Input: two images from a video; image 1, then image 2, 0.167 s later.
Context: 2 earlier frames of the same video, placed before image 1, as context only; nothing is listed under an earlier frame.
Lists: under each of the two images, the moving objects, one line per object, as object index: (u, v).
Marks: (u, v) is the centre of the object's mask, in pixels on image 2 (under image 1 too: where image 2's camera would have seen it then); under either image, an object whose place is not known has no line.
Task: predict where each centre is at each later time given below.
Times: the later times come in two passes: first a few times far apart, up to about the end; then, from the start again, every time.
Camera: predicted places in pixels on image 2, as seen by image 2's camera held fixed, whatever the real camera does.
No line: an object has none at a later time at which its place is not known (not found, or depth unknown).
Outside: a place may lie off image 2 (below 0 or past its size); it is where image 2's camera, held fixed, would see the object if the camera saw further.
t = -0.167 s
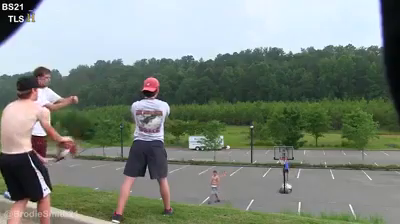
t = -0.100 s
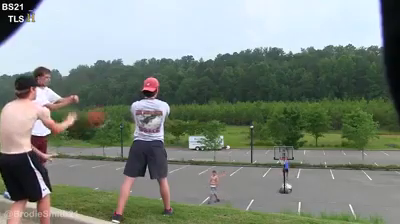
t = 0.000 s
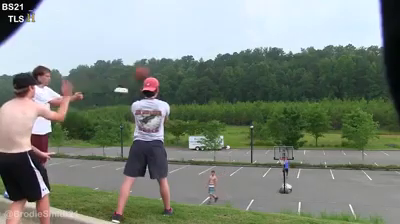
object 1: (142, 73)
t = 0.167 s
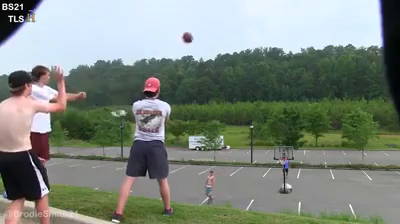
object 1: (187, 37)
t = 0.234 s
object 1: (199, 30)
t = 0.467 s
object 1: (229, 22)
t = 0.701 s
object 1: (247, 30)
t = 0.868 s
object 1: (256, 40)
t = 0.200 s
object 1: (194, 33)
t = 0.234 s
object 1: (199, 30)
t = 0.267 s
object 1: (205, 27)
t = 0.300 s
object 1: (210, 25)
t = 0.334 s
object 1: (214, 24)
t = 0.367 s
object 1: (219, 23)
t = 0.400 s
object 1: (222, 22)
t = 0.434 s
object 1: (226, 22)
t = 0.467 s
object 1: (229, 22)
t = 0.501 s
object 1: (232, 22)
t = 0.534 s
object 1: (235, 23)
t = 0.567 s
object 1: (238, 24)
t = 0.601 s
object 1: (240, 25)
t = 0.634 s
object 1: (243, 26)
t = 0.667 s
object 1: (245, 28)
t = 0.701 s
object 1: (247, 30)
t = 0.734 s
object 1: (249, 32)
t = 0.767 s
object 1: (251, 34)
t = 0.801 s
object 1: (253, 36)
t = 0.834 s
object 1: (254, 38)
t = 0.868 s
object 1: (256, 40)
